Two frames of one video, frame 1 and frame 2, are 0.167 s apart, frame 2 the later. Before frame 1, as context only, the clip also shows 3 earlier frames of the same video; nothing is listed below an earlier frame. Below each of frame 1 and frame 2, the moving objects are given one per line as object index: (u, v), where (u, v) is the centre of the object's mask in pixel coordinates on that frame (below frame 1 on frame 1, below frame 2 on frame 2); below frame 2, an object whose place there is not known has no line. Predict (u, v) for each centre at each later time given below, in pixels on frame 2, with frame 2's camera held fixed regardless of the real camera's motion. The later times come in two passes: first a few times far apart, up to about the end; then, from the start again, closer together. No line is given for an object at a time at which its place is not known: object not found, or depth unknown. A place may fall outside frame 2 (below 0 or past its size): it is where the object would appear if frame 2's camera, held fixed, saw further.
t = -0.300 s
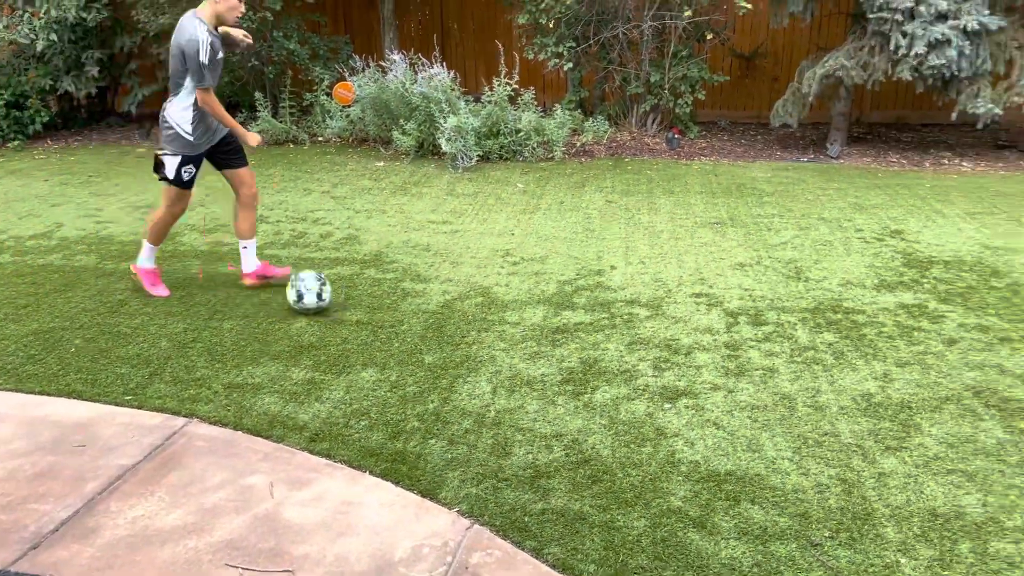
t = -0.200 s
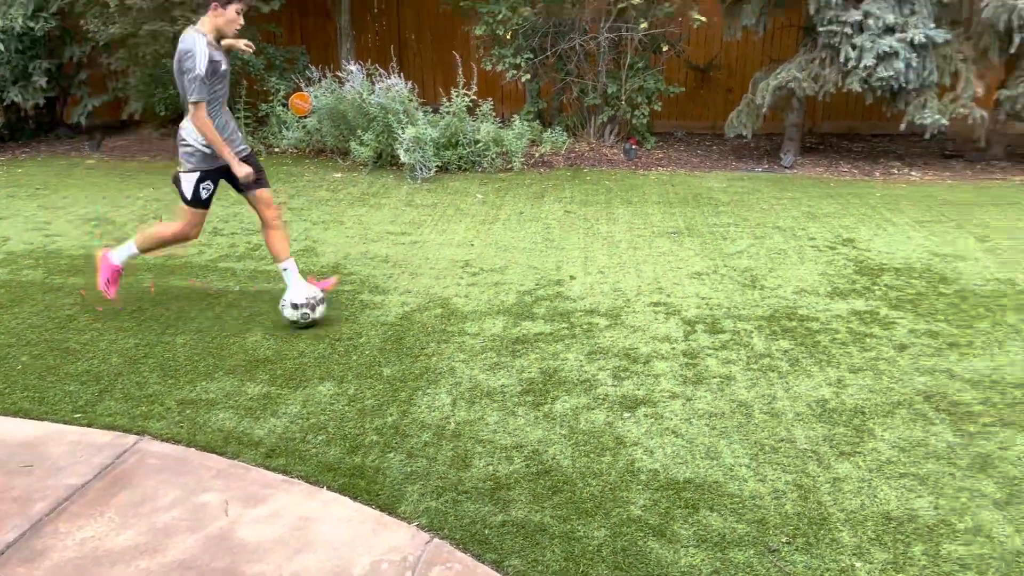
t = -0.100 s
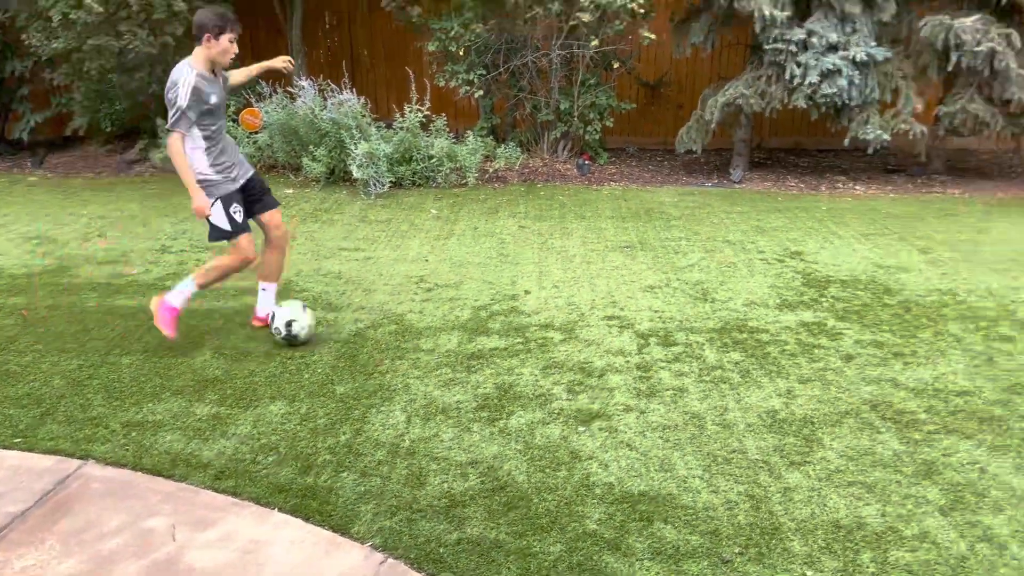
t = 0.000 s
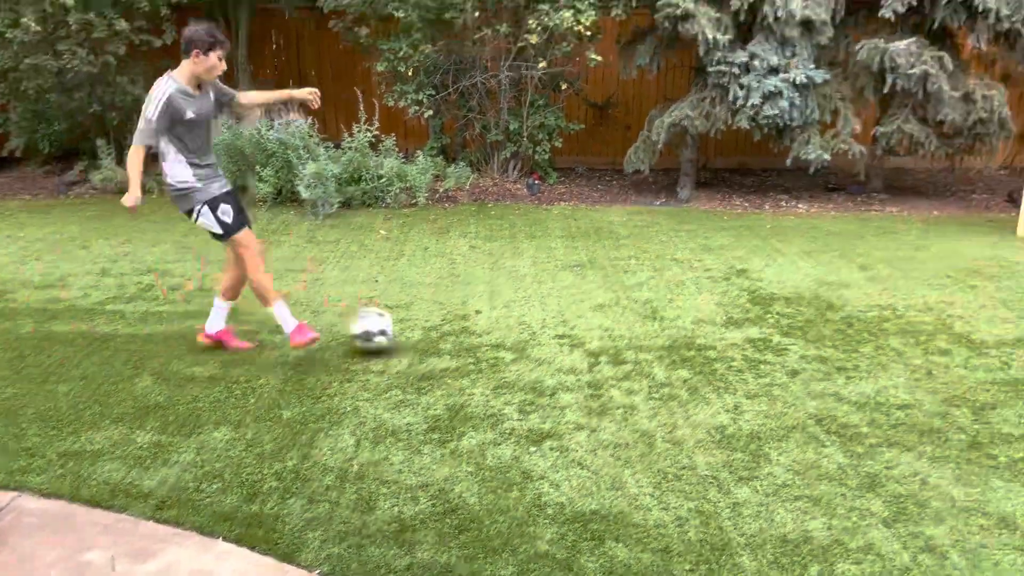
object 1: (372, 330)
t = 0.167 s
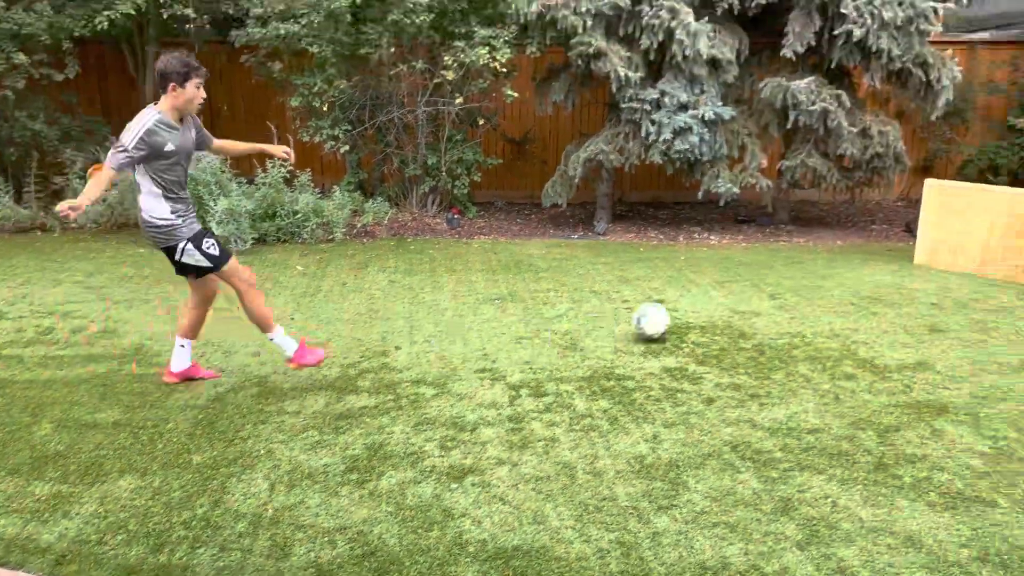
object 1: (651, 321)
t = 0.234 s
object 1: (753, 305)
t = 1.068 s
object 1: (794, 372)
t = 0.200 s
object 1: (705, 312)
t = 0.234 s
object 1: (753, 305)
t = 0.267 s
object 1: (798, 300)
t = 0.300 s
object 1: (842, 298)
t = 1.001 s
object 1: (825, 361)
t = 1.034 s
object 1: (808, 369)
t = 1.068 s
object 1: (794, 372)
